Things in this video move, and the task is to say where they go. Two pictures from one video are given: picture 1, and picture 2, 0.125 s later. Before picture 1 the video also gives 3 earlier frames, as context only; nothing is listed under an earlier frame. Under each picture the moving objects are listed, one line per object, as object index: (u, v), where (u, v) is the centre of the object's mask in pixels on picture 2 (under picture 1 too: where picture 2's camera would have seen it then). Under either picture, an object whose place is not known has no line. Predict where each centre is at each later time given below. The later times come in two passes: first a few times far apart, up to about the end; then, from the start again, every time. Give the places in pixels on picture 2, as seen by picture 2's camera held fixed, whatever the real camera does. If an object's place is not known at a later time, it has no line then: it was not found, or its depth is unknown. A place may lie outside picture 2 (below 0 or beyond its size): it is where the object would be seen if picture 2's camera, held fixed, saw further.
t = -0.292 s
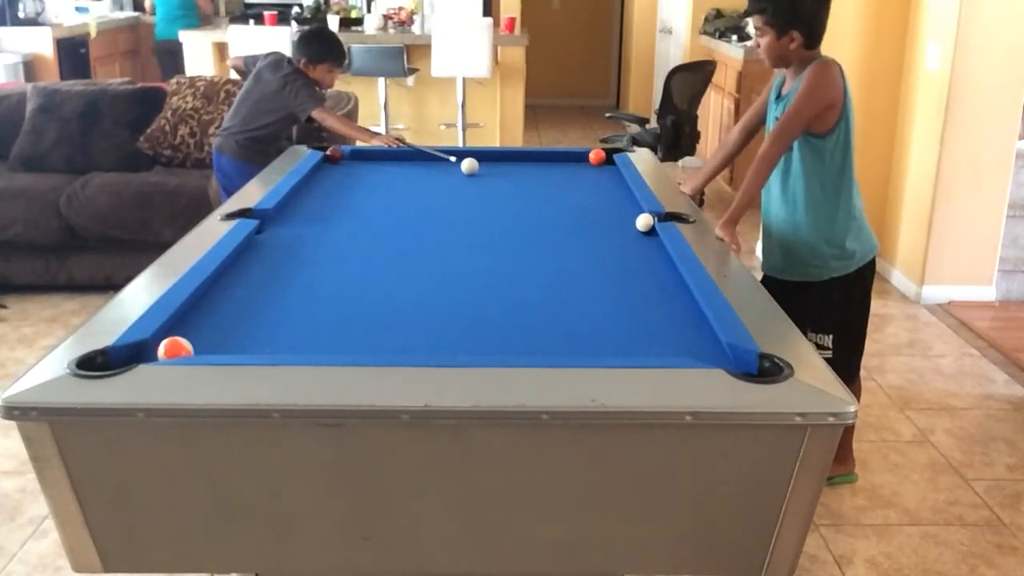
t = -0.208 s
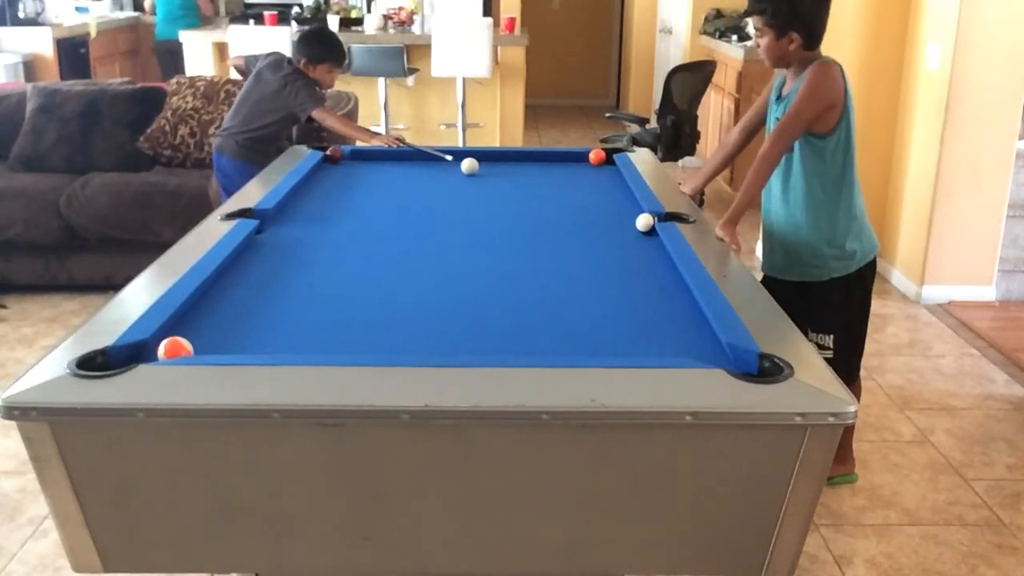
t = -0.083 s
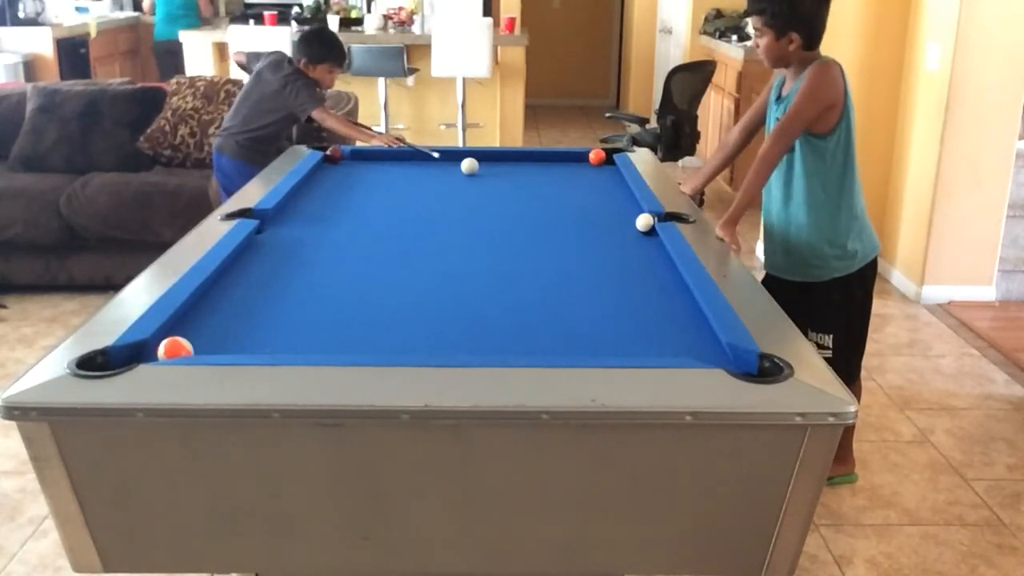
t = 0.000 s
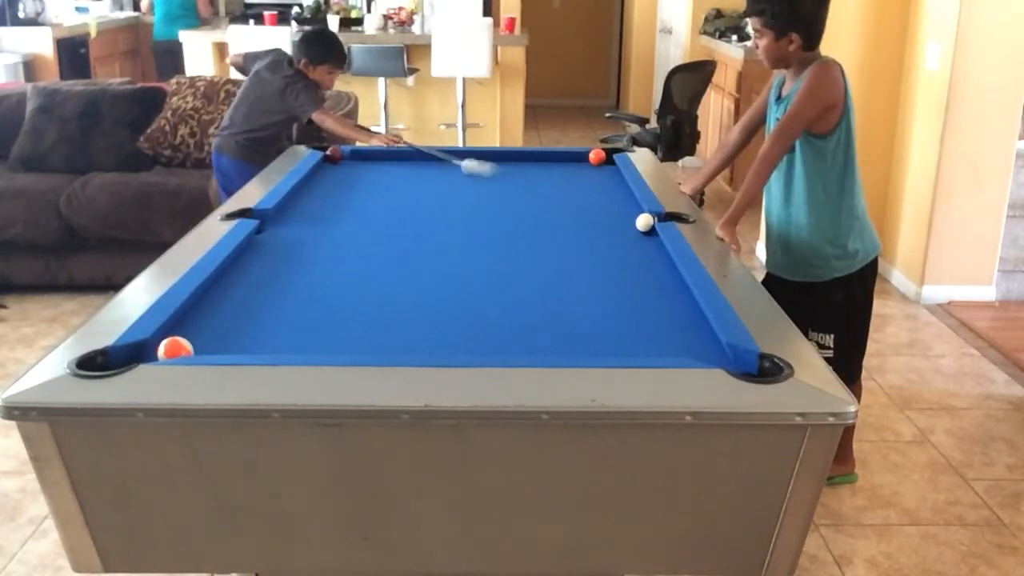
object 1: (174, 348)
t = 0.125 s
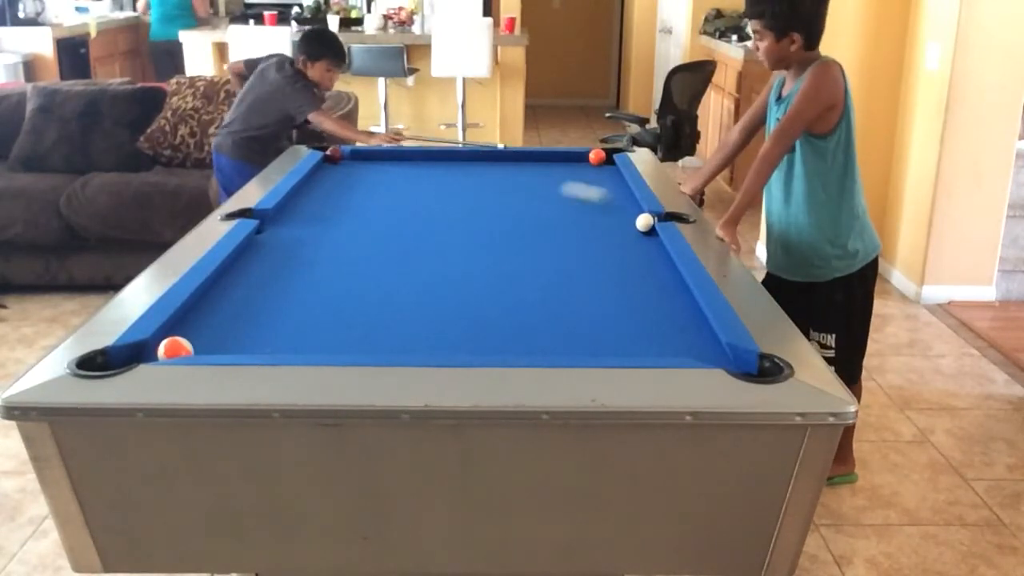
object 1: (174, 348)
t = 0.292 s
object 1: (174, 348)
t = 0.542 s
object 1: (174, 348)
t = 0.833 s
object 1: (174, 348)
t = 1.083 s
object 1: (165, 347)
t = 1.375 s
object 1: (212, 347)
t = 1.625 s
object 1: (247, 349)
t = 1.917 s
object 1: (281, 349)
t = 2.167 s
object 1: (302, 348)
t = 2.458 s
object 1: (322, 348)
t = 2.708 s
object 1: (333, 347)
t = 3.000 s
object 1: (341, 347)
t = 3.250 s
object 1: (344, 347)
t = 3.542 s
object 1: (344, 347)
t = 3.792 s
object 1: (344, 347)
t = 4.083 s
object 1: (344, 347)
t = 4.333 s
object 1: (344, 347)
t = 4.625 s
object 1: (344, 347)
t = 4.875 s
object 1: (344, 347)
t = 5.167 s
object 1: (344, 347)
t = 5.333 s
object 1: (344, 347)
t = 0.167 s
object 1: (174, 348)
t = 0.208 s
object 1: (174, 348)
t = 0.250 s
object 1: (174, 348)
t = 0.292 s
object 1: (174, 348)
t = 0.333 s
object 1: (174, 348)
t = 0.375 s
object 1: (174, 348)
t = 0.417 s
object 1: (174, 348)
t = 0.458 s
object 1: (174, 348)
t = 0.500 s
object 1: (174, 348)
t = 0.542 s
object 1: (174, 348)
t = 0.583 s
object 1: (174, 348)
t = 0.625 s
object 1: (174, 348)
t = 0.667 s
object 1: (174, 348)
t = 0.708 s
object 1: (174, 348)
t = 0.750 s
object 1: (174, 348)
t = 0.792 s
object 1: (174, 348)
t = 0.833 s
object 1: (174, 348)
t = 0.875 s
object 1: (160, 347)
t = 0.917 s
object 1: (162, 349)
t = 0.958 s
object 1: (167, 351)
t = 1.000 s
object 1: (162, 348)
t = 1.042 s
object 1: (159, 347)
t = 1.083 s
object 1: (165, 347)
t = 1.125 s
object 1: (172, 346)
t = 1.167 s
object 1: (179, 346)
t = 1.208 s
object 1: (186, 347)
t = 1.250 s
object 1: (192, 346)
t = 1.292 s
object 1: (199, 347)
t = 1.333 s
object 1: (205, 347)
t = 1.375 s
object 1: (212, 347)
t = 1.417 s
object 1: (218, 347)
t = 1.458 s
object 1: (224, 348)
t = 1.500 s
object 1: (230, 348)
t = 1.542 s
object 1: (236, 348)
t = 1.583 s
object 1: (242, 349)
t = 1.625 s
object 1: (247, 349)
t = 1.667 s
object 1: (252, 349)
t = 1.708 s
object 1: (257, 349)
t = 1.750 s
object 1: (262, 349)
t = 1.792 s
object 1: (267, 349)
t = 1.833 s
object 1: (272, 349)
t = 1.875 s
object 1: (276, 349)
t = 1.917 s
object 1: (281, 349)
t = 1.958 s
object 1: (284, 349)
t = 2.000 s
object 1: (288, 349)
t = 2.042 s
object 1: (292, 348)
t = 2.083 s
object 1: (296, 349)
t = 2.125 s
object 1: (299, 349)
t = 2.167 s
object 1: (302, 348)
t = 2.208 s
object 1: (305, 348)
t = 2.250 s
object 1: (308, 348)
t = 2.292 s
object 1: (311, 348)
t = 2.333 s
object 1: (314, 348)
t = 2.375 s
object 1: (317, 348)
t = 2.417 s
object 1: (319, 348)
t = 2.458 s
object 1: (322, 348)
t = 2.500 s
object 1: (324, 347)
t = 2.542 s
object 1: (326, 347)
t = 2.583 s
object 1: (328, 347)
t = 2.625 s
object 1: (330, 347)
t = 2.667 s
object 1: (331, 347)
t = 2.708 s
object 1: (333, 347)
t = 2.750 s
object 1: (334, 347)
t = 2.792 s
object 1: (336, 347)
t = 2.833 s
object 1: (337, 347)
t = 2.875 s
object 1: (338, 347)
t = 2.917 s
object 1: (339, 347)
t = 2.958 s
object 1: (340, 347)
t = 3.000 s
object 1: (341, 347)
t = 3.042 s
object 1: (342, 346)
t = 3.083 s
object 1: (342, 347)
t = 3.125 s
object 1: (343, 347)
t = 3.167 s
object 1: (343, 347)
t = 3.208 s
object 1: (343, 347)
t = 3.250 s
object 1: (344, 347)
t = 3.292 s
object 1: (344, 347)
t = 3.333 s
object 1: (344, 347)
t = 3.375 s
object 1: (344, 347)
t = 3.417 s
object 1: (344, 347)
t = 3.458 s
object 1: (344, 347)
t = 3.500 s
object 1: (344, 347)
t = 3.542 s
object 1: (344, 347)
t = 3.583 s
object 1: (344, 347)
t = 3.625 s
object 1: (344, 347)
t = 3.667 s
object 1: (344, 347)
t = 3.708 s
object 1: (344, 347)
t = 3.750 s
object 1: (344, 347)
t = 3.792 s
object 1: (344, 347)
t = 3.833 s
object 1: (344, 347)
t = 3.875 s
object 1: (344, 347)
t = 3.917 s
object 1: (344, 347)
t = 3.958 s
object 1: (344, 347)
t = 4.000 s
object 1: (344, 347)
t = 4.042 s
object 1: (344, 347)
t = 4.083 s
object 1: (344, 347)
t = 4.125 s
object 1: (344, 347)
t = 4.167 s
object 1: (344, 347)
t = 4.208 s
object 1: (344, 347)
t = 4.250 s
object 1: (344, 347)
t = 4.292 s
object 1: (344, 347)
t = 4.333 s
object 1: (344, 347)
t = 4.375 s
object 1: (344, 347)
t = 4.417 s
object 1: (344, 347)
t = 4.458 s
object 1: (344, 347)
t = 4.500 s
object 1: (344, 347)
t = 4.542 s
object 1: (344, 347)
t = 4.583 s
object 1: (344, 347)
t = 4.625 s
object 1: (344, 347)
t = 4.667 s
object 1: (344, 347)
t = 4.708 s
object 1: (344, 347)
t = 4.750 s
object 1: (344, 347)
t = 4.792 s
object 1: (344, 347)
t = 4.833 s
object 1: (344, 347)
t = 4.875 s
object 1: (344, 347)
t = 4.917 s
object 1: (344, 347)
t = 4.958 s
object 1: (344, 347)
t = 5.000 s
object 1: (344, 347)
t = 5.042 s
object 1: (344, 347)
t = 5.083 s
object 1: (344, 347)
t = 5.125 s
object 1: (344, 347)
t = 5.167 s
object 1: (344, 347)
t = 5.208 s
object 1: (344, 347)
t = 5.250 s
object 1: (344, 347)
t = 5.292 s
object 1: (344, 346)
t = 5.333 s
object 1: (344, 347)
